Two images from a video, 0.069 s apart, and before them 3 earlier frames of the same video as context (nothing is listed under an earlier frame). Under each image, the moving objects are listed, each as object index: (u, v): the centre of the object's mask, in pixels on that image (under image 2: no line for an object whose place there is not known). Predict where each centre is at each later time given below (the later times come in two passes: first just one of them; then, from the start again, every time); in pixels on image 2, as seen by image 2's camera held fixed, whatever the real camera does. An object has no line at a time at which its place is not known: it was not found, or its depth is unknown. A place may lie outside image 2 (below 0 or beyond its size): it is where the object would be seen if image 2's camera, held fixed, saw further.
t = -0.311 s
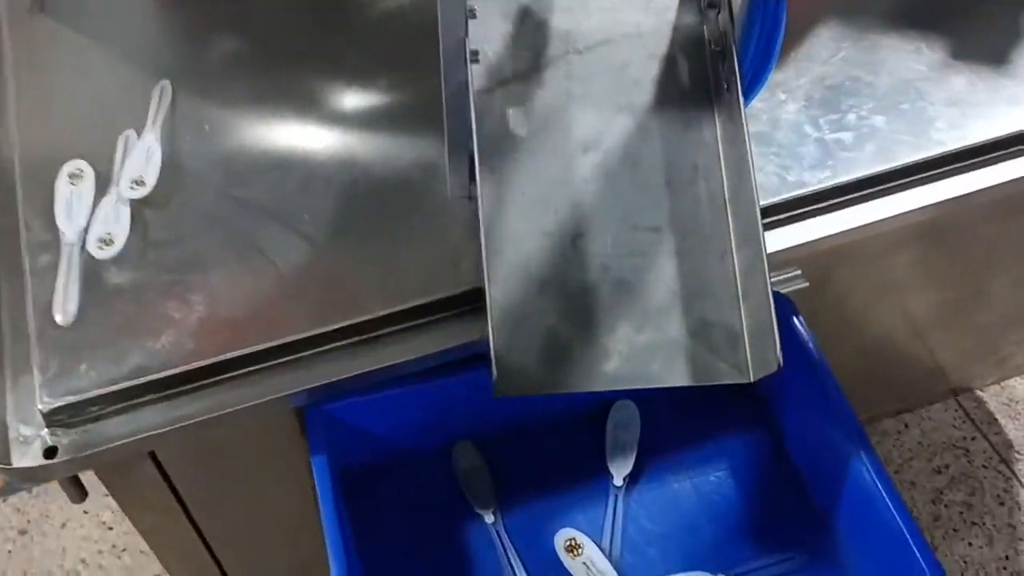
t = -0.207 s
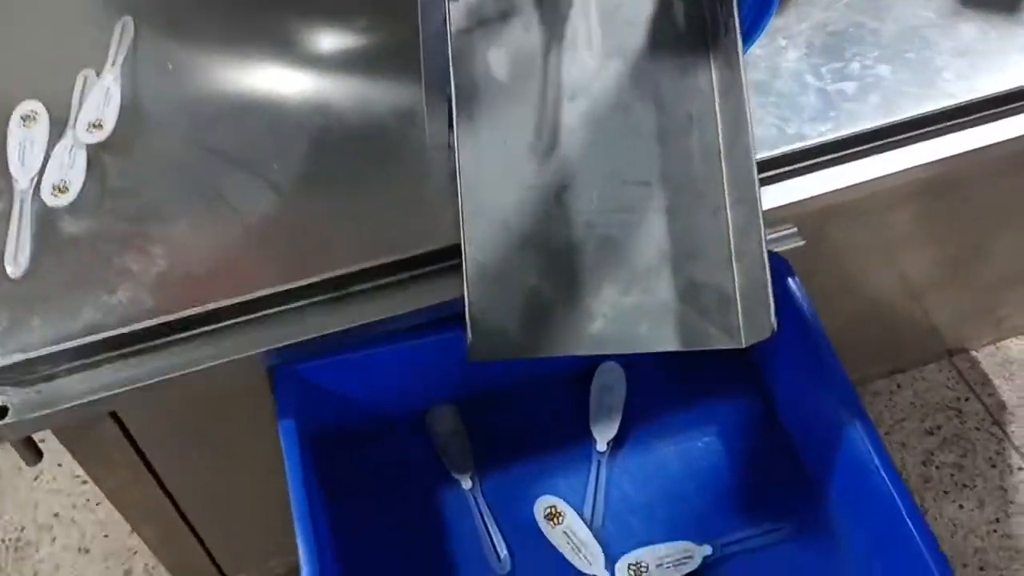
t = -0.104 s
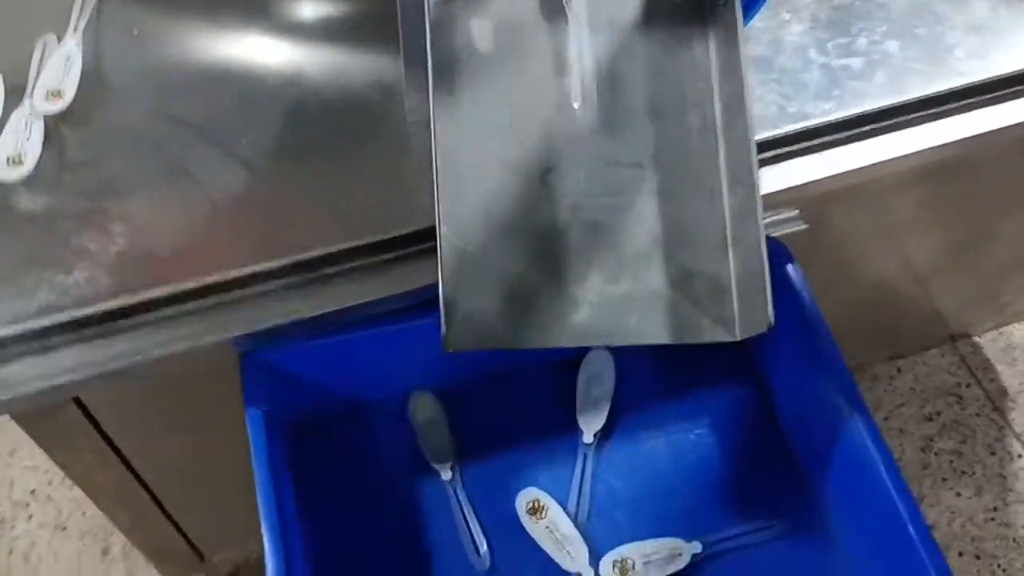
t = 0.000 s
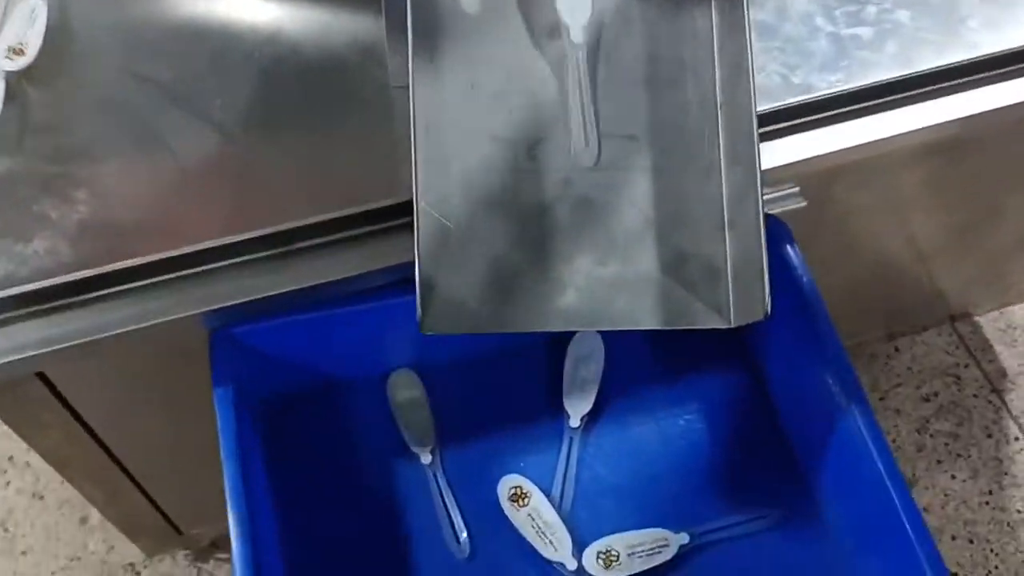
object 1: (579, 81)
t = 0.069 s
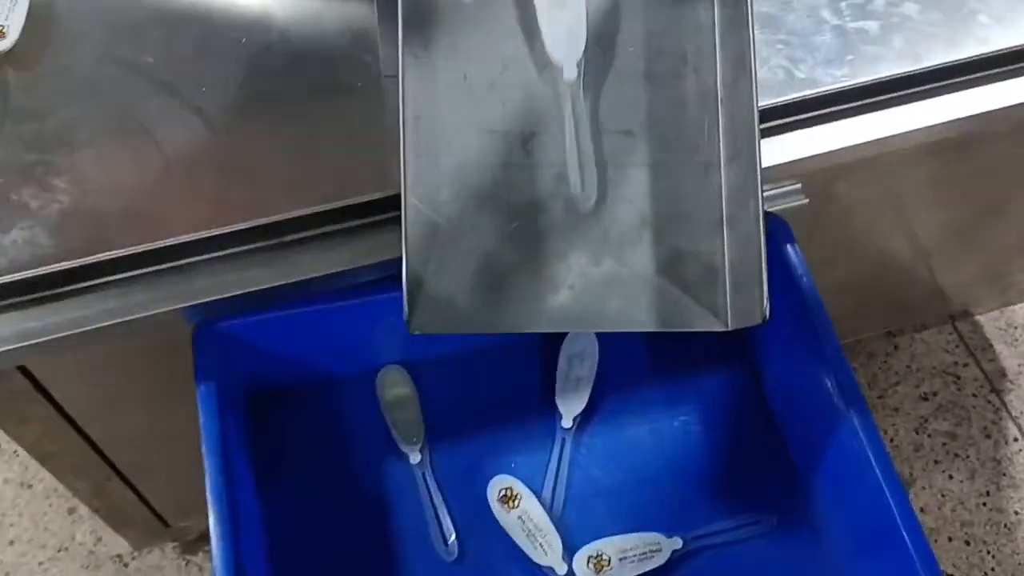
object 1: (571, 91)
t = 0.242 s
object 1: (568, 182)
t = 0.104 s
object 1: (569, 100)
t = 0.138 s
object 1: (568, 114)
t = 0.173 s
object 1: (568, 131)
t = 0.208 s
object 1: (567, 156)
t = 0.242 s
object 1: (568, 182)
